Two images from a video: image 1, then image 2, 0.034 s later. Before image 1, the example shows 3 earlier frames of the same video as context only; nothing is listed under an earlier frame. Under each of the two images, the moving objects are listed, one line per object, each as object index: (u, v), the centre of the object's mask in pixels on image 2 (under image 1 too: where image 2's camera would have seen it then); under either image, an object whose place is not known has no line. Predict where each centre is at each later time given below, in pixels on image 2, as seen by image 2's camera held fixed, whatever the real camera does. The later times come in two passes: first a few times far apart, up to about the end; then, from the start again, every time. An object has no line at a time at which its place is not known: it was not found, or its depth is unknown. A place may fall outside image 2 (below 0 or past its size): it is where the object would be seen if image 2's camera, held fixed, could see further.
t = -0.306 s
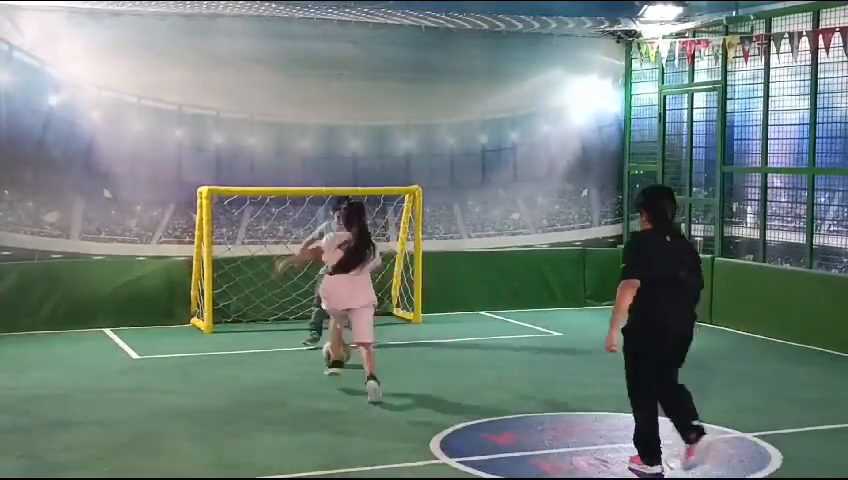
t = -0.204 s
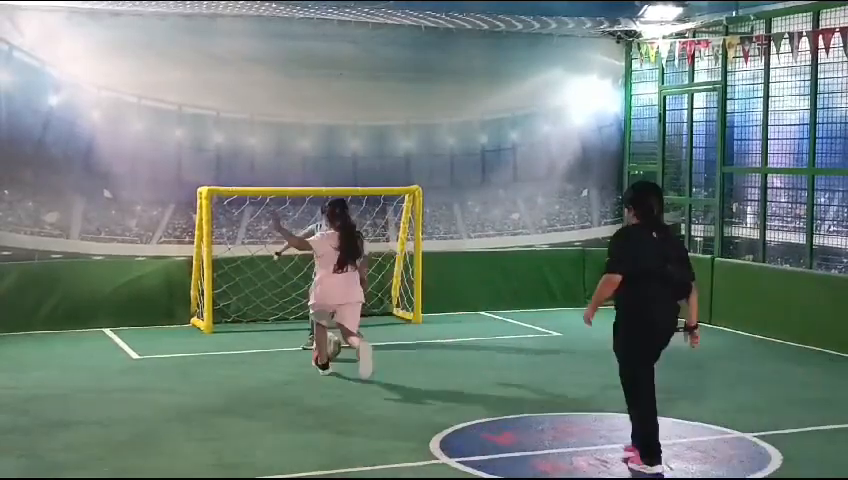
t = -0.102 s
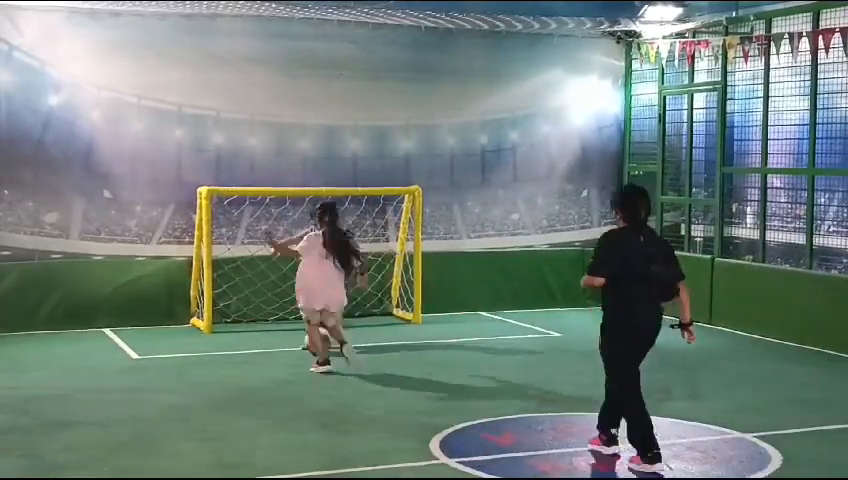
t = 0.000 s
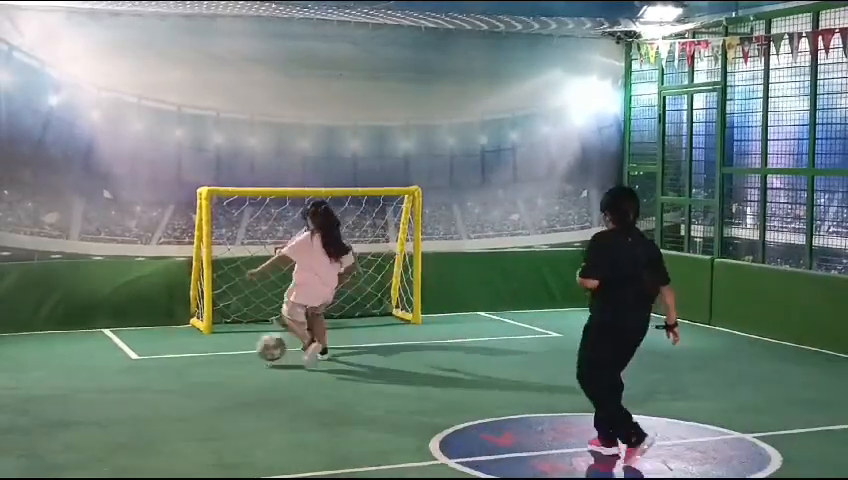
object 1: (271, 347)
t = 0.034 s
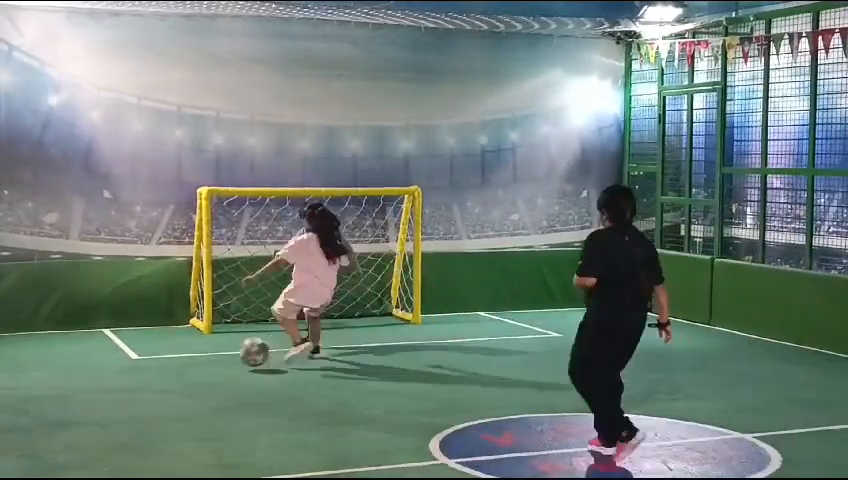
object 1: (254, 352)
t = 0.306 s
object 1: (129, 382)
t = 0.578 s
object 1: (8, 409)
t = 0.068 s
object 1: (238, 359)
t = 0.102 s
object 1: (219, 364)
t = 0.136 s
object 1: (205, 365)
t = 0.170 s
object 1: (191, 366)
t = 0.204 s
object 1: (175, 371)
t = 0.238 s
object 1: (159, 375)
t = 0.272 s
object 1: (144, 382)
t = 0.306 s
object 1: (129, 382)
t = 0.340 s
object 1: (114, 383)
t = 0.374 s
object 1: (101, 386)
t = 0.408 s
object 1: (86, 391)
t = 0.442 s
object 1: (70, 399)
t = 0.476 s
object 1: (56, 400)
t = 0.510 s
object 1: (39, 400)
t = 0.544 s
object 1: (22, 404)
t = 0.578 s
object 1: (8, 409)
